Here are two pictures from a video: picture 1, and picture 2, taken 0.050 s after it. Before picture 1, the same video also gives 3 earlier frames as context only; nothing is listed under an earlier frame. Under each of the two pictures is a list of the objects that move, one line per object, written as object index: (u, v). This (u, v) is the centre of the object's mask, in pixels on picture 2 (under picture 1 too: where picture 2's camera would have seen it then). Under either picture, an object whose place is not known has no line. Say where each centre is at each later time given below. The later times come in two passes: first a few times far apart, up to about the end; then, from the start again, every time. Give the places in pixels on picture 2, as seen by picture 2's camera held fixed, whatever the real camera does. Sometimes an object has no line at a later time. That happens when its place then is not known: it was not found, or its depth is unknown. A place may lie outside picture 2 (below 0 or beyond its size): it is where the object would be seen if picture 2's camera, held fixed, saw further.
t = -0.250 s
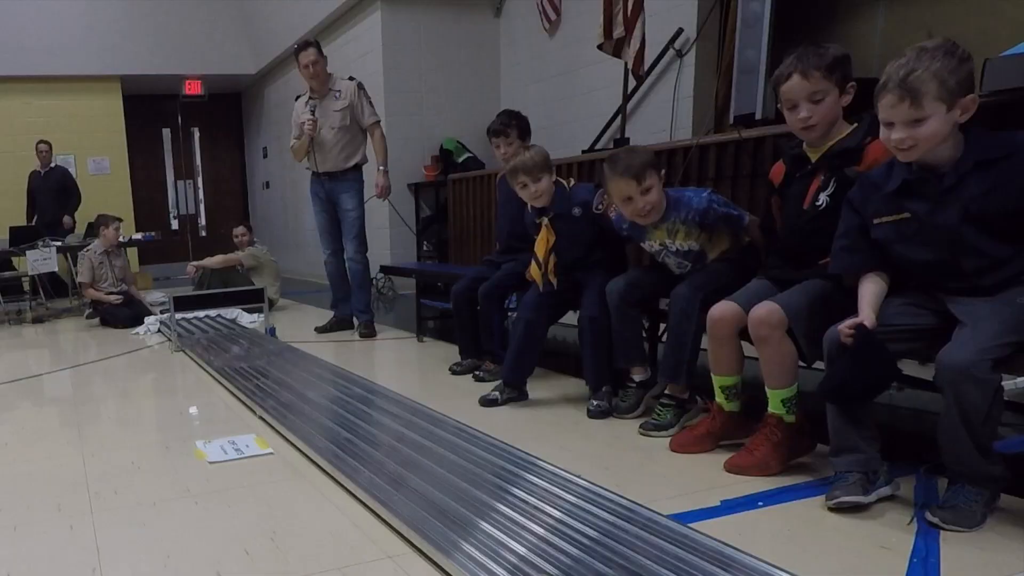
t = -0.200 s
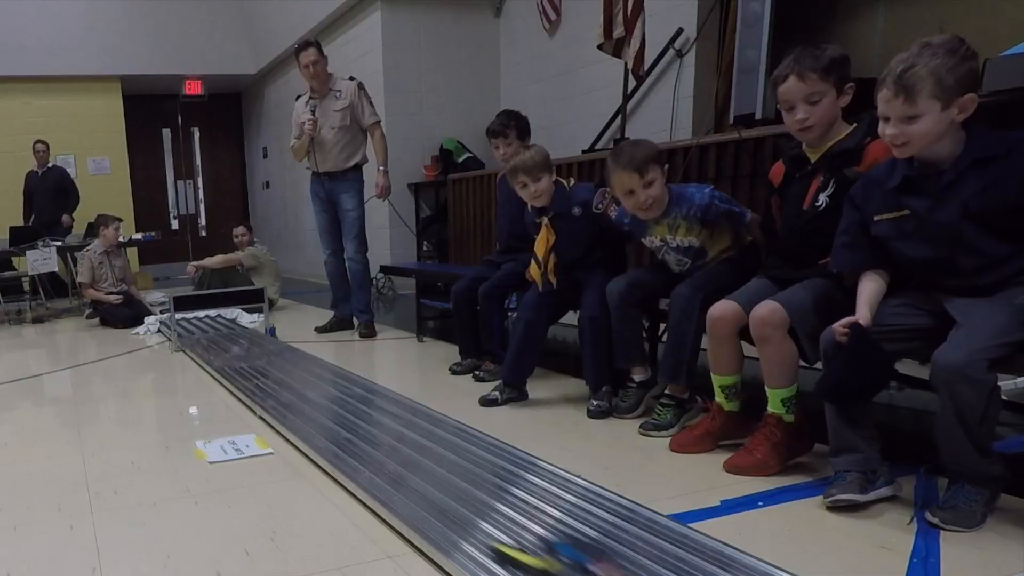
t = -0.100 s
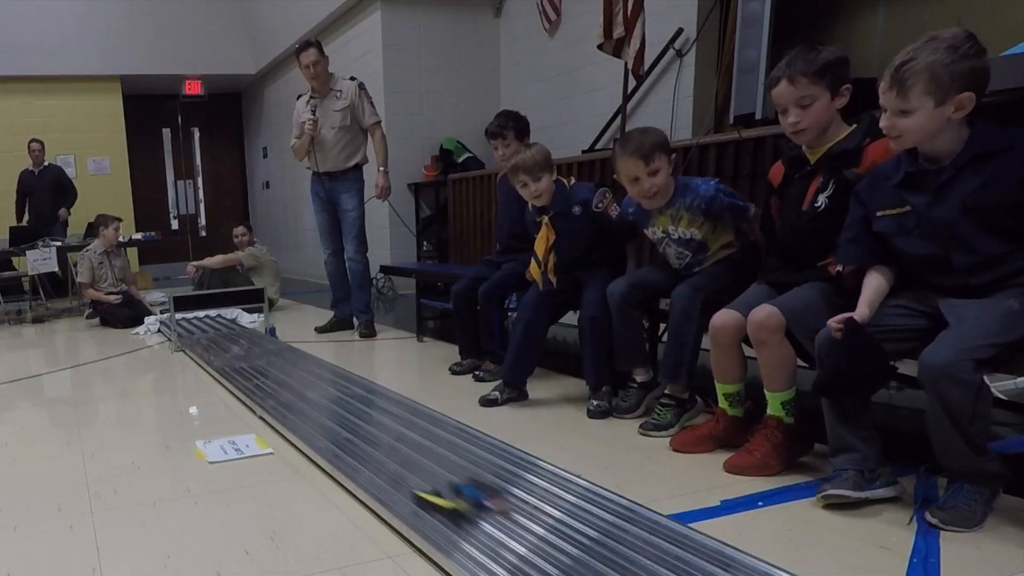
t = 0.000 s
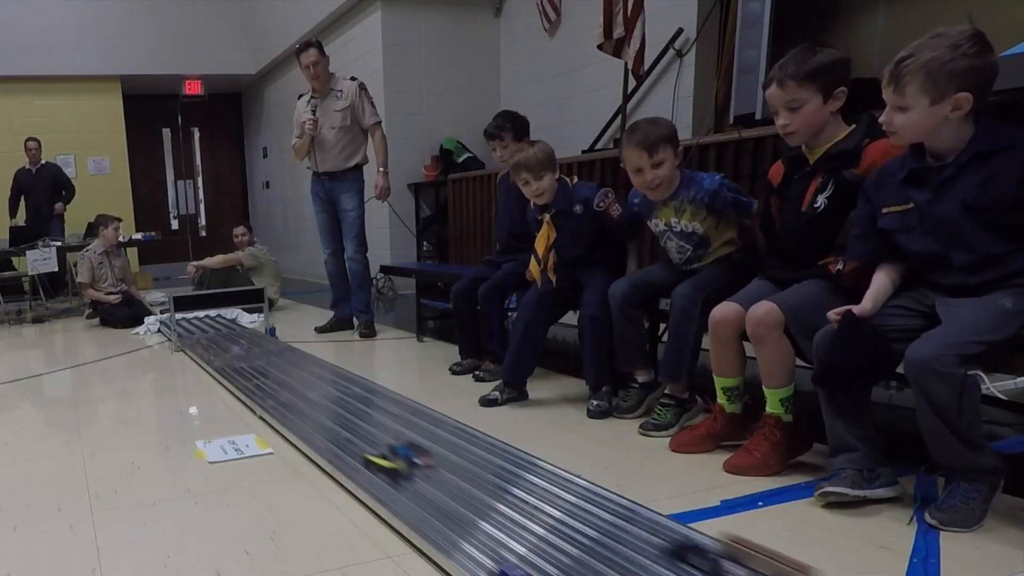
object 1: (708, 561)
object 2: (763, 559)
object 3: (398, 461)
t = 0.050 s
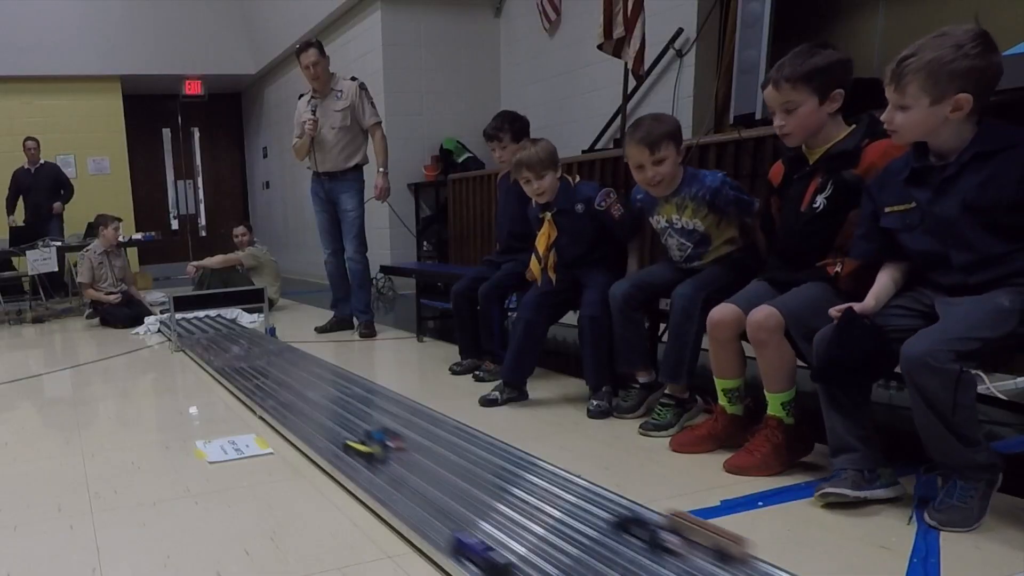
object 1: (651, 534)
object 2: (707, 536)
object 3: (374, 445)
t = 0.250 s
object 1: (492, 457)
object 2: (544, 463)
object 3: (305, 402)
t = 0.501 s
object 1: (385, 404)
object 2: (432, 411)
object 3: (253, 369)
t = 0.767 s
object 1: (319, 371)
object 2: (362, 378)
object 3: (219, 348)
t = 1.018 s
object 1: (282, 353)
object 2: (318, 359)
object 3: (200, 333)
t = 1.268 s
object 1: (254, 339)
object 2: (288, 345)
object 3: (190, 327)
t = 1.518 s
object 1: (236, 328)
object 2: (265, 334)
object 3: (186, 325)
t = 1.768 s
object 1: (227, 326)
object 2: (250, 328)
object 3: (187, 325)
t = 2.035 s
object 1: (235, 325)
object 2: (240, 325)
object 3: (187, 325)
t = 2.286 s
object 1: (236, 325)
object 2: (240, 325)
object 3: (187, 324)
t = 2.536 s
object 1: (236, 325)
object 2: (240, 325)
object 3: (186, 324)
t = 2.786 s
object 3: (185, 321)
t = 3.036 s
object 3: (189, 322)
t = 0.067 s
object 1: (632, 526)
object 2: (689, 527)
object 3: (367, 441)
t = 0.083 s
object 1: (616, 518)
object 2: (672, 519)
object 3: (360, 437)
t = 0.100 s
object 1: (601, 510)
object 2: (656, 512)
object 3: (353, 432)
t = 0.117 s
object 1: (586, 503)
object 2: (641, 506)
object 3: (347, 428)
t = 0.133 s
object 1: (571, 496)
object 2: (625, 499)
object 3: (341, 425)
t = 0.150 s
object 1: (559, 490)
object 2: (612, 492)
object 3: (334, 421)
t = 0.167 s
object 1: (546, 484)
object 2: (599, 487)
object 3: (329, 418)
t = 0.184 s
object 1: (533, 477)
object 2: (586, 481)
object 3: (324, 414)
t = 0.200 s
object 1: (522, 472)
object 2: (575, 476)
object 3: (319, 411)
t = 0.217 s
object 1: (511, 467)
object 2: (564, 471)
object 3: (314, 408)
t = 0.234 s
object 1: (501, 462)
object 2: (554, 467)
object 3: (309, 405)
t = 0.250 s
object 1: (492, 457)
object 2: (544, 463)
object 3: (305, 402)
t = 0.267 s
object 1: (483, 453)
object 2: (534, 458)
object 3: (300, 399)
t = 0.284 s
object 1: (473, 448)
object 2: (525, 454)
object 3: (296, 396)
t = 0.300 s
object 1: (465, 444)
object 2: (516, 450)
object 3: (292, 394)
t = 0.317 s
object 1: (457, 440)
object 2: (507, 445)
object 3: (288, 391)
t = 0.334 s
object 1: (449, 436)
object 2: (499, 442)
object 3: (284, 389)
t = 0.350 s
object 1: (442, 432)
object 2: (491, 438)
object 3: (281, 386)
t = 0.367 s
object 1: (435, 428)
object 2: (483, 434)
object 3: (277, 383)
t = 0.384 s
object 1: (428, 425)
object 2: (476, 431)
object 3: (273, 381)
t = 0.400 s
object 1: (420, 422)
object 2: (469, 428)
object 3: (270, 380)
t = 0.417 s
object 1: (414, 418)
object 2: (463, 424)
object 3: (267, 377)
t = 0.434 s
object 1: (408, 415)
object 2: (456, 422)
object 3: (264, 375)
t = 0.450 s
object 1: (402, 412)
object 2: (450, 419)
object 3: (261, 373)
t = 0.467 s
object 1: (396, 410)
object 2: (444, 416)
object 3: (259, 372)
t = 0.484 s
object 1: (391, 407)
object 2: (438, 414)
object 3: (256, 370)
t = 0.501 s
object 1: (385, 404)
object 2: (432, 411)
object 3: (253, 369)
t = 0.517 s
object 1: (381, 401)
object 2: (427, 409)
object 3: (251, 367)
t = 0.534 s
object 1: (375, 398)
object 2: (422, 406)
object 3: (248, 365)
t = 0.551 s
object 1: (370, 396)
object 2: (416, 403)
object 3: (246, 364)
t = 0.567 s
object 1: (365, 394)
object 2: (411, 402)
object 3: (243, 362)
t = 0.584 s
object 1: (361, 391)
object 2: (407, 400)
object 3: (241, 361)
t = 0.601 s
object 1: (356, 388)
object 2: (402, 397)
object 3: (239, 360)
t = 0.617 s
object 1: (352, 386)
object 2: (397, 395)
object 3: (237, 358)
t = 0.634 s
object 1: (349, 383)
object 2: (393, 393)
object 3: (234, 357)
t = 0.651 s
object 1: (345, 381)
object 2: (389, 391)
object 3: (232, 356)
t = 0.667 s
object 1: (341, 380)
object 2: (384, 389)
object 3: (230, 355)
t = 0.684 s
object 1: (338, 378)
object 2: (380, 387)
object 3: (228, 354)
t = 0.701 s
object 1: (334, 377)
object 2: (377, 385)
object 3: (227, 353)
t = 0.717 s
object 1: (330, 376)
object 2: (373, 383)
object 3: (225, 352)
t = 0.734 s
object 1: (326, 375)
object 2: (369, 381)
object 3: (223, 351)
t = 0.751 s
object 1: (322, 373)
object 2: (365, 380)
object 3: (222, 350)
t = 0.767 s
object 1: (319, 371)
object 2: (362, 378)
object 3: (219, 348)
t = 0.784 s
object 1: (316, 370)
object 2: (358, 377)
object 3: (219, 347)
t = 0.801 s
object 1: (313, 368)
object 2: (356, 375)
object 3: (217, 347)
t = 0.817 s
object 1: (311, 367)
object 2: (352, 374)
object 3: (216, 346)
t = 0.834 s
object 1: (308, 366)
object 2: (349, 372)
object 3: (214, 345)
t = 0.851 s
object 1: (305, 364)
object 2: (346, 371)
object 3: (212, 344)
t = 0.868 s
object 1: (302, 363)
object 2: (343, 370)
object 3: (210, 343)
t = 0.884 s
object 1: (300, 362)
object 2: (340, 369)
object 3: (210, 342)
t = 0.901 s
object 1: (297, 361)
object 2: (337, 367)
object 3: (208, 340)
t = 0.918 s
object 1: (295, 360)
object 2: (334, 366)
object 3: (206, 340)
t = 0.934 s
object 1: (292, 358)
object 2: (332, 365)
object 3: (204, 337)
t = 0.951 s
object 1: (290, 357)
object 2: (329, 364)
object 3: (203, 337)
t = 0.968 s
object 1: (288, 356)
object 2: (326, 362)
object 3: (202, 335)
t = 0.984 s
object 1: (285, 355)
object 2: (323, 361)
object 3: (201, 334)
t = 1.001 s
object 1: (283, 354)
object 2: (321, 360)
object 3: (201, 334)
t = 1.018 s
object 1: (282, 353)
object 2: (318, 359)
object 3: (200, 333)
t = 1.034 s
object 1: (279, 352)
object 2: (316, 358)
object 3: (199, 334)
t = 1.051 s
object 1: (278, 351)
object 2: (314, 357)
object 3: (199, 332)
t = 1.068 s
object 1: (276, 350)
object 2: (311, 356)
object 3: (197, 332)
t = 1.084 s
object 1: (274, 349)
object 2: (309, 354)
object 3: (197, 332)
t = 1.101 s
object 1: (272, 348)
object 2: (307, 354)
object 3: (197, 332)
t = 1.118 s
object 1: (270, 347)
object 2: (305, 353)
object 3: (196, 331)
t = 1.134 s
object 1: (268, 346)
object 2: (302, 352)
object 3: (195, 332)
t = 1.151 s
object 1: (266, 345)
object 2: (300, 351)
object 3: (195, 331)
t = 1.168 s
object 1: (265, 344)
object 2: (299, 350)
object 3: (195, 331)
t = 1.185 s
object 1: (263, 343)
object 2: (296, 349)
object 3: (194, 329)
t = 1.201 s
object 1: (261, 342)
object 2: (295, 349)
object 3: (193, 331)
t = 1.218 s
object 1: (259, 341)
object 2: (293, 348)
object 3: (192, 330)
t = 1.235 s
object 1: (257, 341)
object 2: (291, 347)
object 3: (191, 328)
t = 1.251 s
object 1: (256, 340)
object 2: (289, 346)
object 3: (191, 328)
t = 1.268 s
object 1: (254, 339)
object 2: (288, 345)
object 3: (190, 327)
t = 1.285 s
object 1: (253, 339)
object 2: (286, 344)
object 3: (189, 327)
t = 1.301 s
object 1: (251, 337)
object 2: (283, 343)
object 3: (188, 327)
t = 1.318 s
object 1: (250, 336)
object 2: (282, 343)
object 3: (187, 329)
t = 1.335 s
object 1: (249, 336)
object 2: (281, 342)
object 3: (187, 329)
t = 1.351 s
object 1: (247, 334)
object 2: (279, 341)
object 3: (187, 328)
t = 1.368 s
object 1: (245, 333)
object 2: (278, 341)
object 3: (186, 327)
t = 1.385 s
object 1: (244, 333)
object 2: (276, 340)
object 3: (187, 327)
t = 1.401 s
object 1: (243, 332)
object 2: (275, 339)
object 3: (186, 327)
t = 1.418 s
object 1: (241, 332)
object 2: (273, 338)
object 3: (186, 327)
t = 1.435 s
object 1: (240, 330)
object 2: (272, 338)
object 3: (186, 326)
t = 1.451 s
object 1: (240, 330)
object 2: (271, 337)
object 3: (186, 326)
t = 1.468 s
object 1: (239, 329)
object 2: (269, 336)
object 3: (187, 326)
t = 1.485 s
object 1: (237, 329)
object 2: (268, 335)
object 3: (187, 326)
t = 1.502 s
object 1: (236, 328)
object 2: (267, 335)
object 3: (186, 325)
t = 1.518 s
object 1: (236, 328)
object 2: (265, 334)
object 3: (186, 325)
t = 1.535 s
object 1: (234, 328)
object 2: (263, 333)
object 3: (186, 325)
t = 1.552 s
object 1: (233, 327)
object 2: (262, 333)
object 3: (186, 325)
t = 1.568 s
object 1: (233, 327)
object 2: (261, 332)
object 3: (188, 325)
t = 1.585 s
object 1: (232, 326)
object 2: (260, 332)
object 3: (187, 325)
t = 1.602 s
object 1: (230, 326)
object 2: (258, 331)
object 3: (187, 325)
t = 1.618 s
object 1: (229, 326)
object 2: (257, 331)
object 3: (187, 325)
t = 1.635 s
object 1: (229, 326)
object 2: (256, 331)
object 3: (187, 325)
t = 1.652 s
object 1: (228, 326)
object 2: (255, 331)
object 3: (187, 325)
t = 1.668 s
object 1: (228, 326)
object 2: (254, 330)
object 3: (187, 325)
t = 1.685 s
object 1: (229, 326)
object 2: (253, 330)
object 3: (187, 325)
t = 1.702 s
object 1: (228, 326)
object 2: (252, 329)
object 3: (187, 325)
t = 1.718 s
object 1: (228, 326)
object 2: (252, 329)
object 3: (187, 325)
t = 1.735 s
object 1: (228, 326)
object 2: (251, 328)
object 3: (187, 325)
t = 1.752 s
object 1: (227, 326)
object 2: (250, 328)
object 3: (187, 325)
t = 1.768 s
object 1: (227, 326)
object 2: (250, 328)
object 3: (187, 325)
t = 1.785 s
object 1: (227, 326)
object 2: (248, 327)
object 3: (187, 325)
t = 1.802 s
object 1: (227, 326)
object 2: (247, 327)
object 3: (187, 325)
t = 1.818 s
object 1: (227, 326)
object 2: (247, 327)
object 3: (187, 325)
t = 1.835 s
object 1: (227, 326)
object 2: (246, 327)
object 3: (187, 325)
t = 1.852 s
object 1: (227, 326)
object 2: (244, 326)
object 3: (187, 325)
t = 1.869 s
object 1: (228, 326)
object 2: (243, 325)
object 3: (187, 325)
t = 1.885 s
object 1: (229, 326)
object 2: (242, 325)
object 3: (187, 325)
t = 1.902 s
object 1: (230, 326)
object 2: (242, 325)
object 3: (187, 325)
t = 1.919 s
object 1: (231, 325)
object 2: (241, 325)
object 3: (187, 325)
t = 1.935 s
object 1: (231, 325)
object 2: (240, 325)
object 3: (187, 325)
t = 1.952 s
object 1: (231, 326)
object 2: (240, 325)
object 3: (187, 325)
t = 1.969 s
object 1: (232, 326)
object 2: (240, 325)
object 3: (187, 325)
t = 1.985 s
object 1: (233, 325)
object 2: (240, 325)
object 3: (187, 325)
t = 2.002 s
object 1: (234, 325)
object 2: (240, 325)
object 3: (187, 325)
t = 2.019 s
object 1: (235, 325)
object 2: (240, 325)
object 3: (187, 325)
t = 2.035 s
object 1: (235, 325)
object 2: (240, 325)
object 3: (187, 325)
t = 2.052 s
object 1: (235, 325)
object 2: (240, 325)
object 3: (187, 325)
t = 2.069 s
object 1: (235, 325)
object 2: (240, 325)
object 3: (187, 325)
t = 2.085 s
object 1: (234, 325)
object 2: (240, 325)
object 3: (187, 325)
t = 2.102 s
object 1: (236, 325)
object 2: (240, 325)
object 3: (187, 325)
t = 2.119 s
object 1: (235, 325)
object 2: (240, 325)
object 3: (187, 325)
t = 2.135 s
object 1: (236, 325)
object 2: (240, 325)
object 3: (187, 325)
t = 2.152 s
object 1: (236, 325)
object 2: (240, 325)
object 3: (187, 325)
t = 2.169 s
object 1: (235, 325)
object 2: (240, 325)
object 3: (187, 325)
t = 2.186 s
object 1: (236, 325)
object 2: (240, 325)
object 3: (187, 325)
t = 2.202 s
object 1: (236, 325)
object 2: (240, 325)
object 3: (187, 324)
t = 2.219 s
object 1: (236, 325)
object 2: (240, 325)
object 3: (187, 324)
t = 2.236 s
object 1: (236, 325)
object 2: (240, 325)
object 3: (187, 325)
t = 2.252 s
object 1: (236, 325)
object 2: (240, 325)
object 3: (187, 325)
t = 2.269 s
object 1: (236, 325)
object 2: (239, 325)
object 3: (187, 325)
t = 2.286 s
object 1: (236, 325)
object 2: (240, 325)
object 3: (187, 324)
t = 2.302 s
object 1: (236, 325)
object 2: (240, 325)
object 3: (187, 324)
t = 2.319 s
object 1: (236, 325)
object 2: (240, 325)
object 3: (187, 324)
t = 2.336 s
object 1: (236, 325)
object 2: (239, 325)
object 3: (186, 324)
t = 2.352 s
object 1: (236, 325)
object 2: (239, 325)
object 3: (187, 324)
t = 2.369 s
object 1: (236, 325)
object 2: (239, 325)
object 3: (187, 324)
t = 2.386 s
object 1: (236, 325)
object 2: (239, 325)
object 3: (187, 324)
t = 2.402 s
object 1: (236, 325)
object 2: (239, 325)
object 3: (187, 325)
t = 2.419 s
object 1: (236, 325)
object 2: (239, 325)
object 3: (187, 324)
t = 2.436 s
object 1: (236, 325)
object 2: (239, 325)
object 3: (187, 324)
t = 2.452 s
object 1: (236, 325)
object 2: (239, 325)
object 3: (187, 324)
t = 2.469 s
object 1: (236, 325)
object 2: (239, 325)
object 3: (187, 324)
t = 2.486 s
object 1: (236, 325)
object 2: (239, 325)
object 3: (186, 324)
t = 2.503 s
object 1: (236, 325)
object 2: (239, 325)
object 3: (186, 324)
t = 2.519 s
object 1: (236, 325)
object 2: (239, 325)
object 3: (186, 324)
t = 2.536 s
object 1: (236, 325)
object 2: (240, 325)
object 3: (186, 324)
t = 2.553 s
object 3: (186, 324)
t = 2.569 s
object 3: (186, 324)
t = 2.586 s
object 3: (185, 323)
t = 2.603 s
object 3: (185, 324)
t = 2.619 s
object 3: (184, 322)
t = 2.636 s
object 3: (184, 322)
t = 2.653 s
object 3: (184, 322)
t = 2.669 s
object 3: (184, 322)
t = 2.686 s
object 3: (183, 322)
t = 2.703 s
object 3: (183, 322)
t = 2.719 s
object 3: (184, 322)
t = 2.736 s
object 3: (184, 322)
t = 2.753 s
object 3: (184, 322)
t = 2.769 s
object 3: (185, 322)
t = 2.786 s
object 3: (185, 321)
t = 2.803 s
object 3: (185, 321)
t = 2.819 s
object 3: (186, 321)
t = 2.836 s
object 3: (186, 321)
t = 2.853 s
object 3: (187, 321)
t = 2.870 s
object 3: (186, 321)
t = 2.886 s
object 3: (186, 322)
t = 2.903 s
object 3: (187, 321)
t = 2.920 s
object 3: (187, 322)
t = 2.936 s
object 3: (187, 321)
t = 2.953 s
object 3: (187, 321)
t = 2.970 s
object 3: (187, 321)
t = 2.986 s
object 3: (187, 321)
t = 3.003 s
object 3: (187, 321)
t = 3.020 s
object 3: (188, 322)
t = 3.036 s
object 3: (189, 322)
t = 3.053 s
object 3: (191, 322)
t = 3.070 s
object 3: (191, 322)
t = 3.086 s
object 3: (191, 322)
